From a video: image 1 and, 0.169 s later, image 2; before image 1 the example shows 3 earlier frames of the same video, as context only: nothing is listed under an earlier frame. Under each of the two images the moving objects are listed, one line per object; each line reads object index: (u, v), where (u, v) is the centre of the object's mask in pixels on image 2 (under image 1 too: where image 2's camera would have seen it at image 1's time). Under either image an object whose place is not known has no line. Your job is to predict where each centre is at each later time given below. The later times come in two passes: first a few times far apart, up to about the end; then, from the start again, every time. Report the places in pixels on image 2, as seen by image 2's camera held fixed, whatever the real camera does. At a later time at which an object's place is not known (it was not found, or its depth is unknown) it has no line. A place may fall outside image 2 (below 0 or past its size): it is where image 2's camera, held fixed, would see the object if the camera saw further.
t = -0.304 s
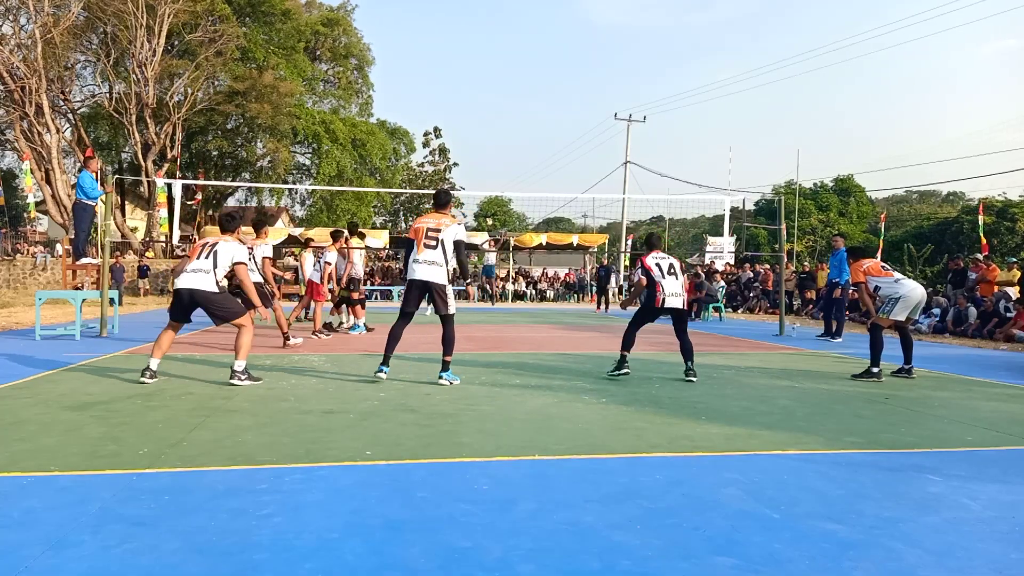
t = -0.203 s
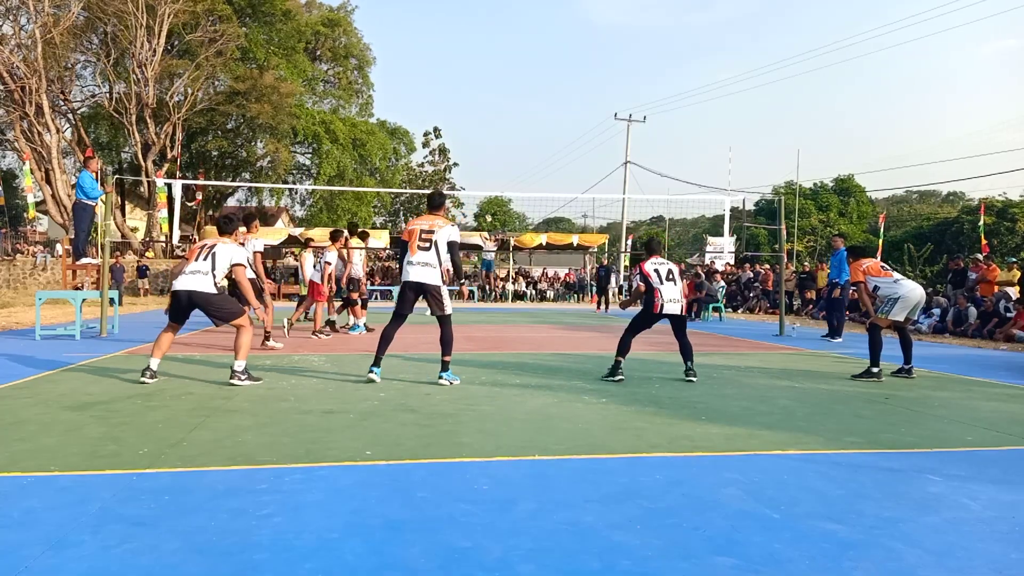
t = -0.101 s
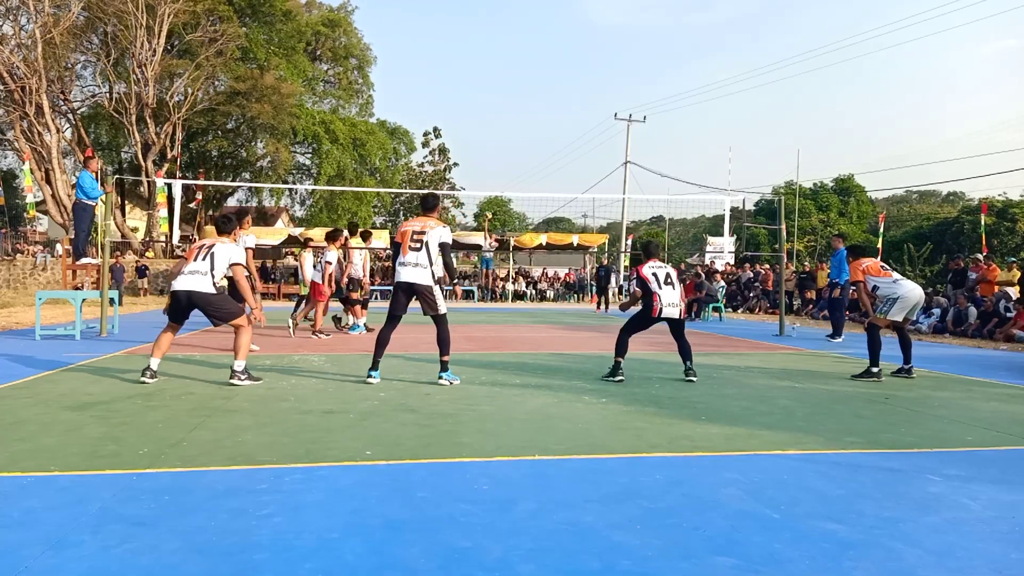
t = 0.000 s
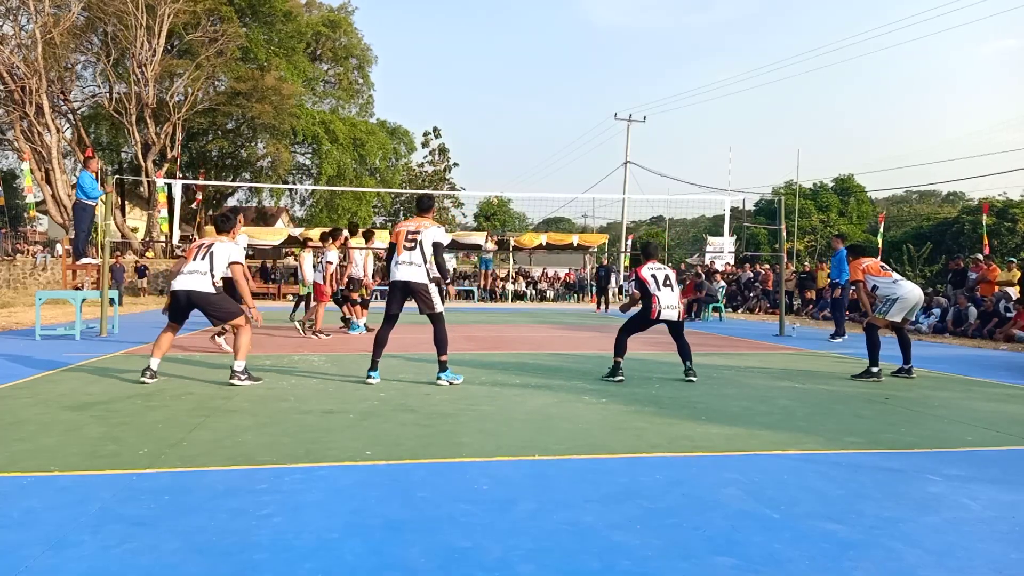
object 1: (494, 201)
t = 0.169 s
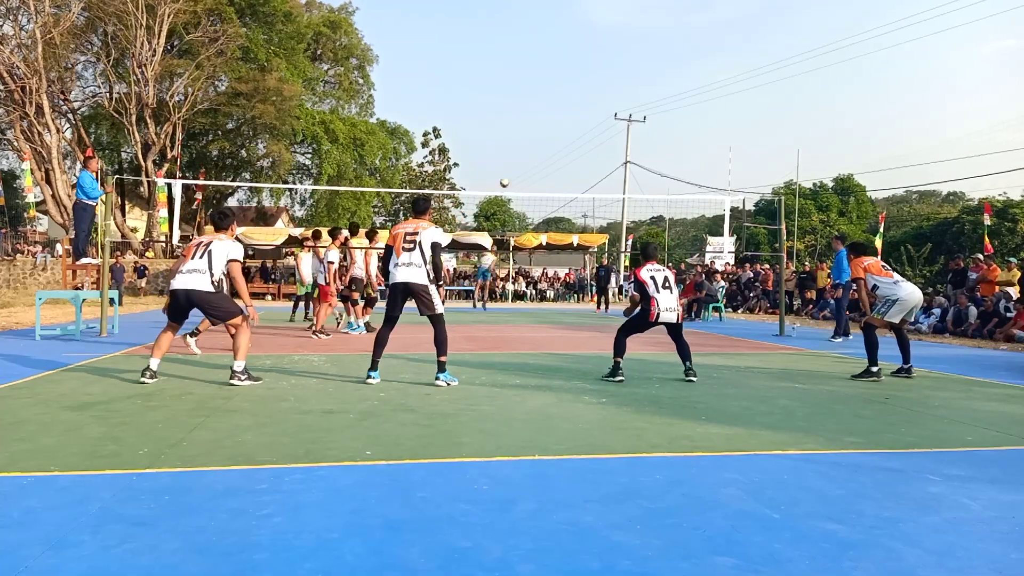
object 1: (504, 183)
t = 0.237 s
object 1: (510, 178)
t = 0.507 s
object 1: (540, 182)
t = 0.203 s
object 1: (507, 180)
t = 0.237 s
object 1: (510, 178)
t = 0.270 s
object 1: (513, 176)
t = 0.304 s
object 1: (517, 175)
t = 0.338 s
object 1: (520, 174)
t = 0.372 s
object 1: (523, 174)
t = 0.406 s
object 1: (527, 175)
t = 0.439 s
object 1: (531, 176)
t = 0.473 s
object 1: (535, 179)
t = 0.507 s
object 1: (540, 182)
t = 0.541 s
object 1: (545, 185)
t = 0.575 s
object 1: (550, 190)
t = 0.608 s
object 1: (555, 196)
